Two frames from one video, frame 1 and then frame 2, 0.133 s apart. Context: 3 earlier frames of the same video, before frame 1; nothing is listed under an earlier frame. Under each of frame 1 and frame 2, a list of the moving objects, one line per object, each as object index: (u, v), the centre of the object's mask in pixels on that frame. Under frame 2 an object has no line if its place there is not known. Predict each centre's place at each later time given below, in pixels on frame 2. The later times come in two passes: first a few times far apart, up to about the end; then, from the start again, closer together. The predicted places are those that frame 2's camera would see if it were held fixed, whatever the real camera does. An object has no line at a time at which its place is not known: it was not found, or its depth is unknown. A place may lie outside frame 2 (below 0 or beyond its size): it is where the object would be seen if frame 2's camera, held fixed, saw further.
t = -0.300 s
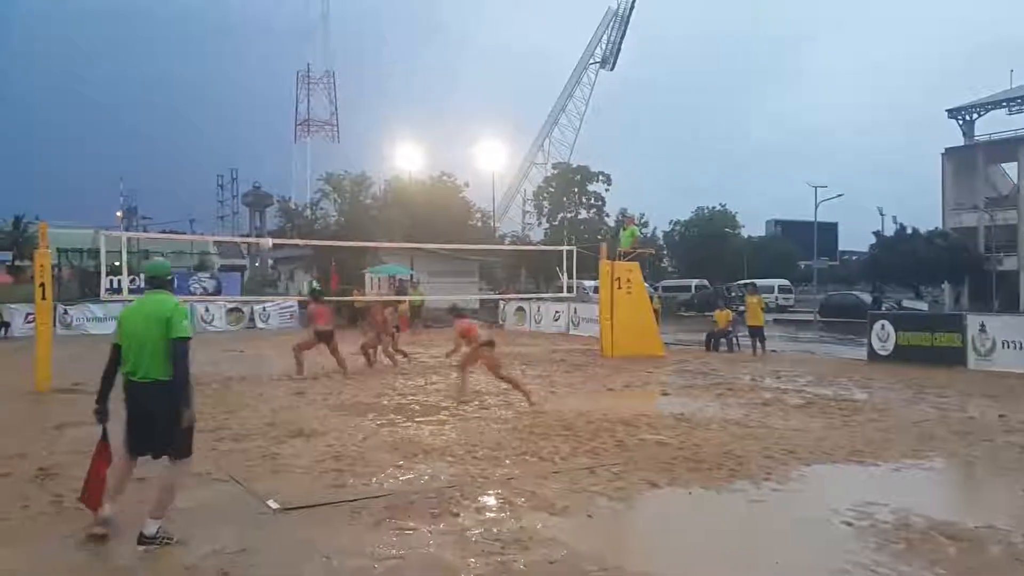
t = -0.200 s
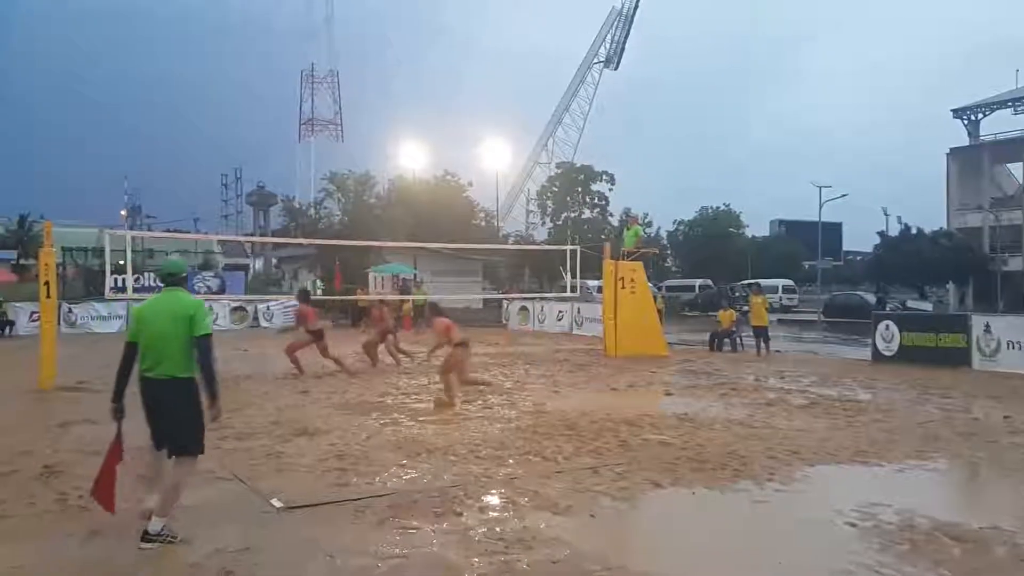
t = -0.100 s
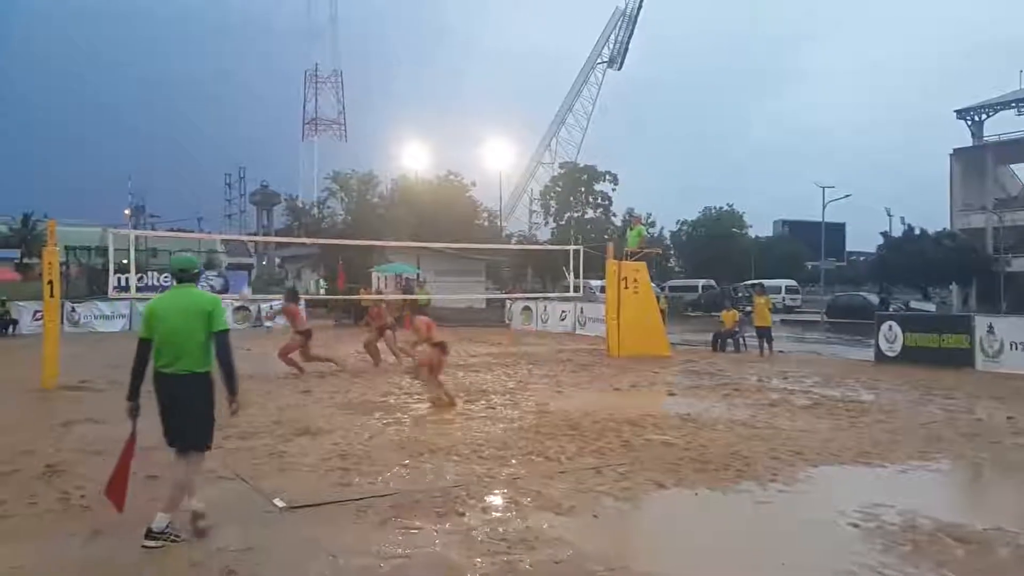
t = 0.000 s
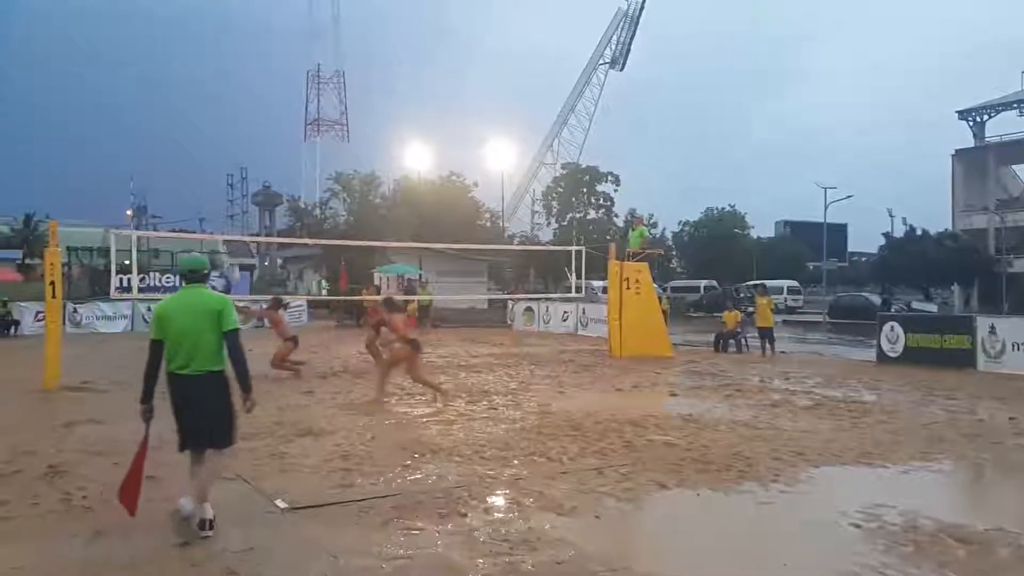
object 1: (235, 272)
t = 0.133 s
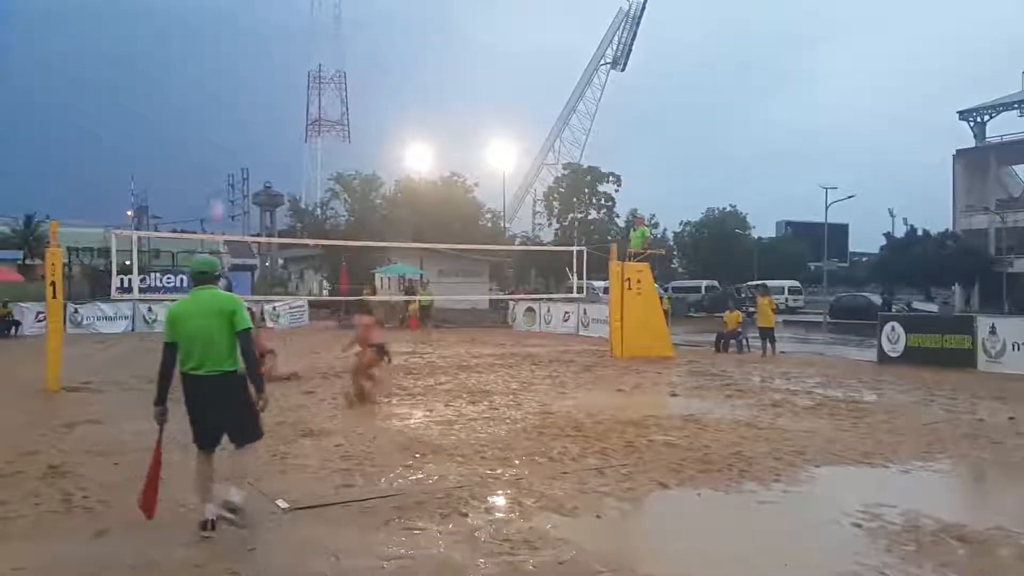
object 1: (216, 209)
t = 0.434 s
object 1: (179, 97)
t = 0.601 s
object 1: (158, 58)
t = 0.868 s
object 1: (115, 29)
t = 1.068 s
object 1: (79, 42)
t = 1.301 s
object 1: (34, 100)
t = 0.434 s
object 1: (179, 97)
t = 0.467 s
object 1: (175, 88)
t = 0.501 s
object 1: (170, 79)
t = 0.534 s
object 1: (167, 72)
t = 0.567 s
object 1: (162, 65)
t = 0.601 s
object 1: (158, 58)
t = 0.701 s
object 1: (141, 43)
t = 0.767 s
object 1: (131, 35)
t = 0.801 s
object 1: (126, 33)
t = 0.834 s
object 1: (120, 30)
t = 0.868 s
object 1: (115, 29)
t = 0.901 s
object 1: (110, 29)
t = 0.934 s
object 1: (105, 29)
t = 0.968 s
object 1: (98, 30)
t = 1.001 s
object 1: (91, 32)
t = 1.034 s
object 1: (85, 36)
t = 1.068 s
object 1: (79, 42)
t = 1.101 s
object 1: (73, 46)
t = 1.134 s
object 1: (68, 52)
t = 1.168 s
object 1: (61, 59)
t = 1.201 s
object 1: (56, 68)
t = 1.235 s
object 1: (48, 77)
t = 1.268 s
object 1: (41, 88)
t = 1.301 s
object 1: (34, 100)
